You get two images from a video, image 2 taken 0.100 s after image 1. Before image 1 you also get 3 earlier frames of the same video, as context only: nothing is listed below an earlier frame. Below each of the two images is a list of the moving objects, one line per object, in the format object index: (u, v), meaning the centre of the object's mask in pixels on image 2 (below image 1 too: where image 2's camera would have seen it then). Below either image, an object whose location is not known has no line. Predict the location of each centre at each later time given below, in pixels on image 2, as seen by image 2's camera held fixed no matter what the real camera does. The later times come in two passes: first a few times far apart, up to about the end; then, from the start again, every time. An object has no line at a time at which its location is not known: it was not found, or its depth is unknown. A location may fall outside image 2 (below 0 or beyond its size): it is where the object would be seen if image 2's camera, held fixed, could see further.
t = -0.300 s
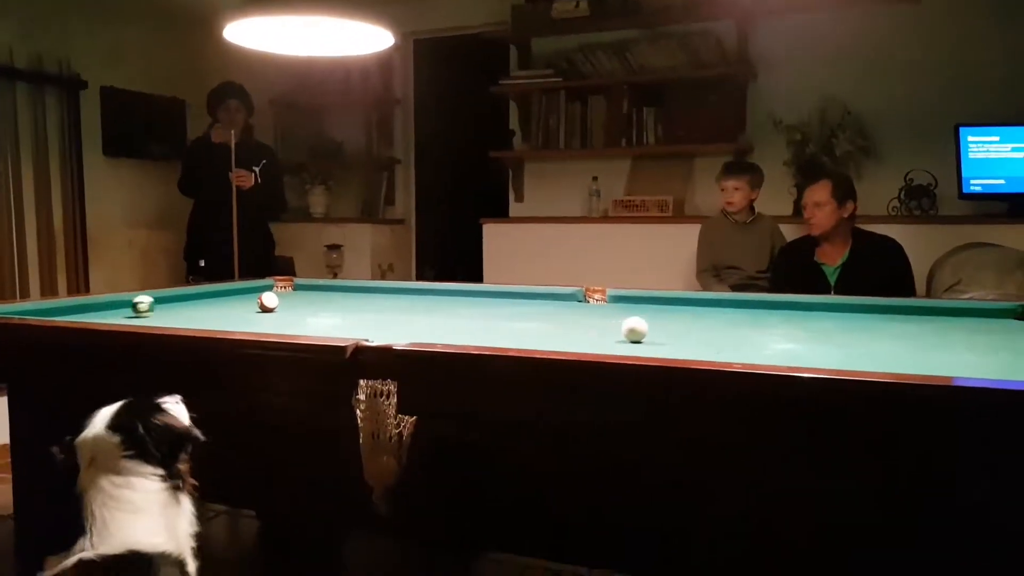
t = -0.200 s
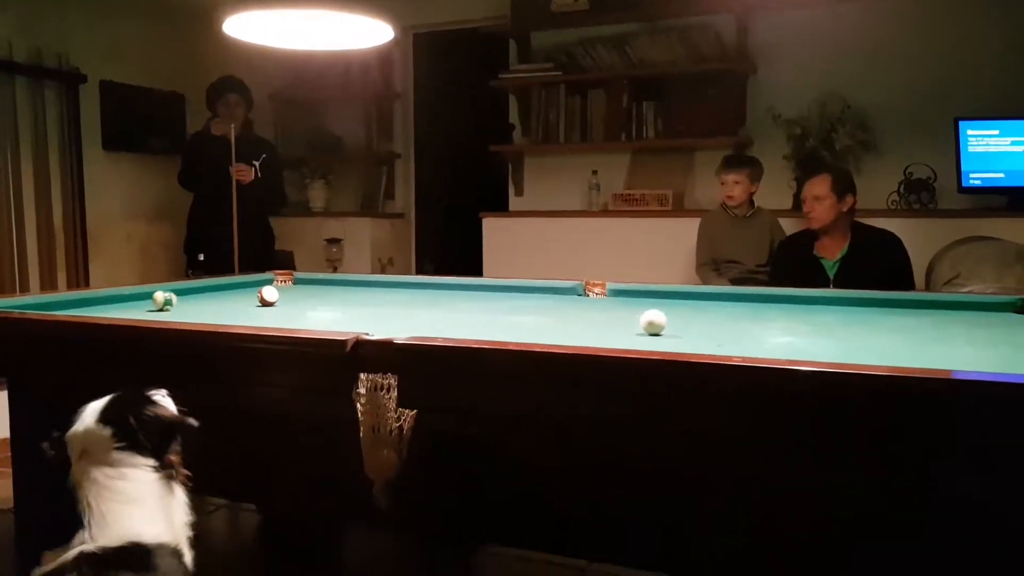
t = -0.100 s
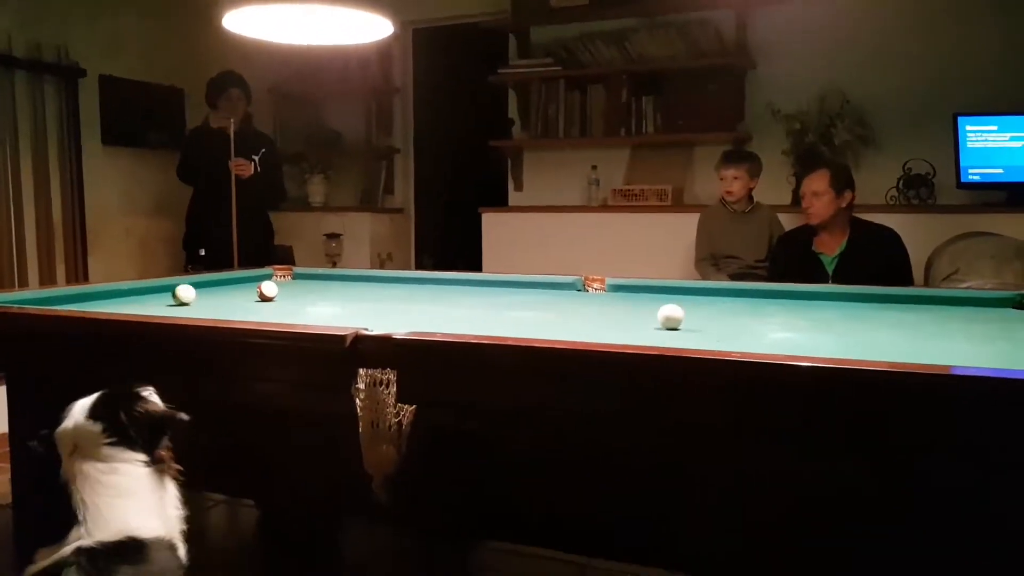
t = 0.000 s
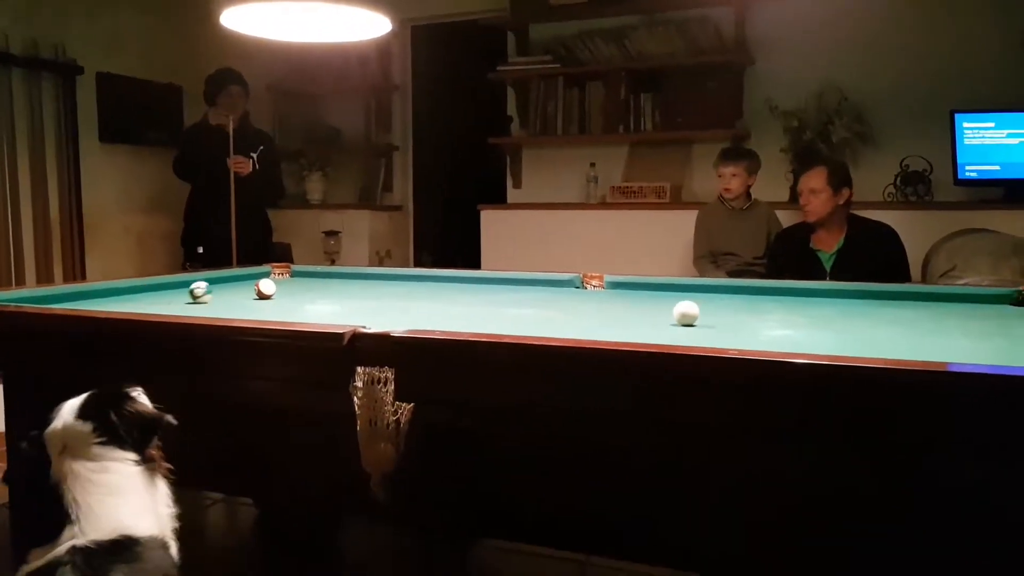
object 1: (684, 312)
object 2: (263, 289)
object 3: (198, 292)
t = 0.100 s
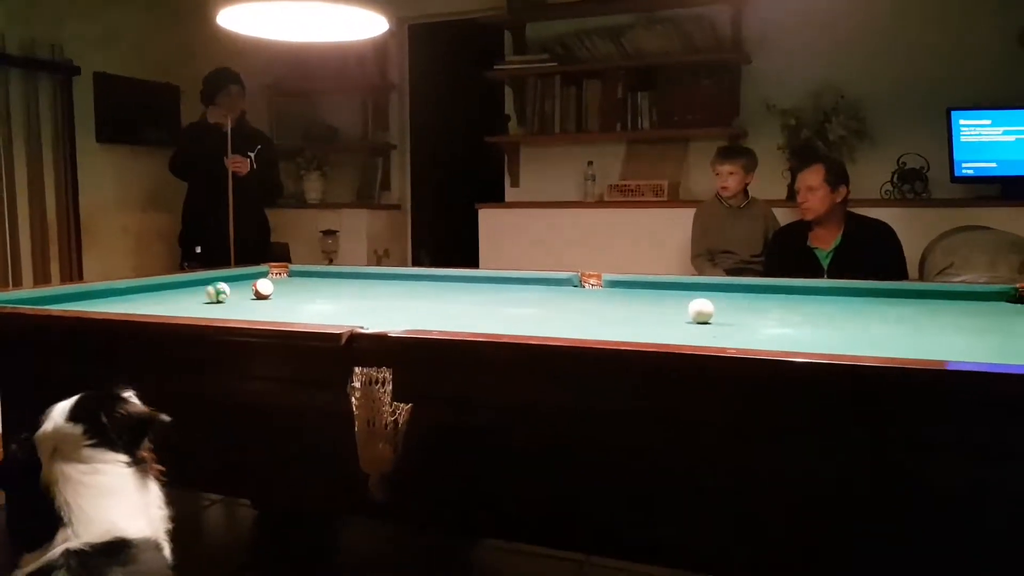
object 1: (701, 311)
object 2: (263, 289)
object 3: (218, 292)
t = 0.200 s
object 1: (718, 311)
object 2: (263, 289)
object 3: (236, 292)
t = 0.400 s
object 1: (750, 309)
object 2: (260, 287)
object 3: (275, 290)
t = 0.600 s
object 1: (777, 308)
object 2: (263, 288)
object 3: (309, 289)
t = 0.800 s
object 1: (806, 307)
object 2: (264, 289)
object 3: (342, 289)
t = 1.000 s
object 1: (831, 305)
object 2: (264, 289)
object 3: (374, 289)
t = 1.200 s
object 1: (855, 304)
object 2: (265, 289)
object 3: (403, 288)
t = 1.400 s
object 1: (876, 303)
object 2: (265, 289)
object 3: (431, 287)
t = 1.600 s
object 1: (897, 301)
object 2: (265, 288)
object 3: (458, 286)
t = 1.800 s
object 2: (265, 288)
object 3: (480, 286)
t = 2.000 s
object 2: (265, 288)
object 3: (506, 286)
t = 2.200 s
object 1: (947, 298)
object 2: (265, 289)
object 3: (531, 286)
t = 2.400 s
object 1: (960, 296)
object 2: (265, 289)
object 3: (556, 284)
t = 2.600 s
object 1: (973, 295)
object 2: (265, 289)
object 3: (577, 284)
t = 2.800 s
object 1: (992, 295)
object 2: (266, 288)
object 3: (595, 284)
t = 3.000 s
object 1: (992, 293)
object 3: (616, 282)
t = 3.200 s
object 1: (998, 292)
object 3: (636, 282)
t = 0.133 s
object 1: (707, 311)
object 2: (263, 289)
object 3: (223, 293)
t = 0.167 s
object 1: (712, 311)
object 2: (263, 289)
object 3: (230, 292)
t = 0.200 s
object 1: (718, 311)
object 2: (263, 289)
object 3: (236, 292)
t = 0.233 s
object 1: (723, 311)
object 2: (264, 289)
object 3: (243, 292)
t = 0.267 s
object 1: (729, 311)
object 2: (266, 288)
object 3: (249, 292)
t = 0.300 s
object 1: (734, 310)
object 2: (267, 286)
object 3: (256, 292)
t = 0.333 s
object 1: (739, 310)
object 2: (267, 282)
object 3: (263, 291)
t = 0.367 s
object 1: (745, 310)
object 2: (259, 286)
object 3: (267, 290)
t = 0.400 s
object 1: (750, 309)
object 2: (260, 287)
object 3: (275, 290)
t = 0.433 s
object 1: (754, 309)
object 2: (263, 288)
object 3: (282, 290)
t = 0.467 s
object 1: (759, 309)
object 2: (264, 288)
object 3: (285, 291)
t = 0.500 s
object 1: (764, 308)
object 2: (264, 288)
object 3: (291, 290)
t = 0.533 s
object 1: (768, 308)
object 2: (264, 288)
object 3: (297, 290)
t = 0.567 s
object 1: (773, 308)
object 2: (264, 288)
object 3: (303, 289)
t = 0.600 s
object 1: (777, 308)
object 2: (263, 288)
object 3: (309, 289)
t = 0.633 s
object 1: (782, 308)
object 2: (264, 288)
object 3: (315, 290)
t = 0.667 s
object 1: (787, 308)
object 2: (264, 288)
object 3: (320, 290)
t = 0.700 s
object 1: (792, 308)
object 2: (264, 288)
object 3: (325, 290)
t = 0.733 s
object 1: (797, 307)
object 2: (264, 288)
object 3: (331, 290)
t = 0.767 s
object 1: (801, 307)
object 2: (264, 289)
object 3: (336, 289)
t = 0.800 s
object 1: (806, 307)
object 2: (264, 289)
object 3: (342, 289)
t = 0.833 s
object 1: (810, 306)
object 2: (264, 289)
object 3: (347, 290)
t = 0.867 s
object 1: (814, 306)
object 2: (264, 289)
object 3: (352, 290)
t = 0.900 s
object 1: (819, 306)
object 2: (264, 289)
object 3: (357, 289)
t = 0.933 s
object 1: (822, 305)
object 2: (264, 289)
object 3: (363, 288)
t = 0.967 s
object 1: (826, 305)
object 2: (264, 289)
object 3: (369, 288)
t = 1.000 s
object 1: (831, 305)
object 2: (264, 289)
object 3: (374, 289)
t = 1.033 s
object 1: (835, 305)
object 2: (264, 289)
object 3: (380, 288)
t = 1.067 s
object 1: (839, 305)
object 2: (264, 289)
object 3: (384, 289)
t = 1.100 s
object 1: (844, 305)
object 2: (264, 289)
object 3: (389, 289)
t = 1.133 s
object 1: (848, 304)
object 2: (265, 289)
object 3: (394, 288)
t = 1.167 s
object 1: (851, 304)
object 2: (265, 289)
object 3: (398, 288)
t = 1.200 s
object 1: (855, 304)
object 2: (265, 289)
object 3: (403, 288)
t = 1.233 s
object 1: (859, 304)
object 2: (265, 289)
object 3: (408, 288)
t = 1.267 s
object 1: (863, 303)
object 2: (265, 289)
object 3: (412, 288)
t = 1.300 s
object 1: (866, 303)
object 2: (265, 289)
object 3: (416, 288)
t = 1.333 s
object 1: (869, 303)
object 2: (265, 289)
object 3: (421, 287)
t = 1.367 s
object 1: (873, 303)
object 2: (265, 289)
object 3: (426, 287)
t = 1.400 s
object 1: (876, 303)
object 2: (265, 289)
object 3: (431, 287)
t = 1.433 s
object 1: (880, 302)
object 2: (265, 289)
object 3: (436, 287)
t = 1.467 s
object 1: (884, 302)
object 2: (265, 288)
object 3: (441, 287)
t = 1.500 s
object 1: (887, 302)
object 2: (265, 288)
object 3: (445, 287)
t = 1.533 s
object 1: (891, 302)
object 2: (265, 288)
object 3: (449, 287)
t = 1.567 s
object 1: (894, 301)
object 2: (265, 288)
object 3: (453, 287)
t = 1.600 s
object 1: (897, 301)
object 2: (265, 288)
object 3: (458, 286)
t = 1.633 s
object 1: (901, 301)
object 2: (265, 288)
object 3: (462, 286)
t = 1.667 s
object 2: (265, 288)
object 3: (466, 286)
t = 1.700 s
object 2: (265, 288)
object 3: (469, 286)
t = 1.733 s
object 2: (265, 288)
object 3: (473, 286)
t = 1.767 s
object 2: (265, 288)
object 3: (476, 286)
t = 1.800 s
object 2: (265, 288)
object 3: (480, 286)
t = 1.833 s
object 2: (266, 288)
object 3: (486, 286)
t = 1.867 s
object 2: (266, 288)
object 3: (490, 285)
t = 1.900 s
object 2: (266, 288)
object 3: (495, 285)
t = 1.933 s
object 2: (266, 288)
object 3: (499, 285)
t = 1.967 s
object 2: (266, 288)
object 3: (502, 286)
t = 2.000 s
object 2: (265, 288)
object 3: (506, 286)
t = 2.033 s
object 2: (265, 288)
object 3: (509, 286)
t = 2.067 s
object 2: (265, 288)
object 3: (513, 286)
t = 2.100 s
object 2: (265, 288)
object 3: (517, 285)
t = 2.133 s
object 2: (265, 288)
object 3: (522, 285)
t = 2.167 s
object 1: (946, 298)
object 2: (265, 288)
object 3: (527, 285)
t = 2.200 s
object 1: (947, 298)
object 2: (265, 289)
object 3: (531, 286)
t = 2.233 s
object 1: (949, 297)
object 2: (266, 288)
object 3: (536, 286)
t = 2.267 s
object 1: (950, 297)
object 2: (265, 289)
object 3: (540, 286)
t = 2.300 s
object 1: (952, 296)
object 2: (266, 289)
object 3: (544, 285)
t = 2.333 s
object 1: (954, 296)
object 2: (266, 289)
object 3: (548, 284)
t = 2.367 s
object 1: (957, 296)
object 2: (265, 289)
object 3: (553, 284)
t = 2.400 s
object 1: (960, 296)
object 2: (265, 289)
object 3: (556, 284)
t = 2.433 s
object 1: (962, 296)
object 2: (265, 289)
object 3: (560, 284)
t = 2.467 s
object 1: (964, 296)
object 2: (265, 289)
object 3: (563, 284)
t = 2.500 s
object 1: (966, 296)
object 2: (265, 289)
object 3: (566, 284)
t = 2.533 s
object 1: (968, 296)
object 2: (265, 289)
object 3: (570, 284)
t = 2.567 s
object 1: (971, 295)
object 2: (265, 289)
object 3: (573, 284)
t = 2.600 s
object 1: (973, 295)
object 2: (265, 289)
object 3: (577, 284)
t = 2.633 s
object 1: (975, 295)
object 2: (265, 289)
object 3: (580, 284)
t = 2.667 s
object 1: (976, 295)
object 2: (265, 289)
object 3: (583, 283)
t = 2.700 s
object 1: (978, 295)
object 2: (264, 289)
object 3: (587, 283)
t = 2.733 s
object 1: (982, 294)
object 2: (264, 289)
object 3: (589, 283)
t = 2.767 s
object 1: (985, 294)
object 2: (264, 289)
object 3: (590, 283)
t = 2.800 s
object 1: (992, 295)
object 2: (266, 288)
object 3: (595, 284)
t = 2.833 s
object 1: (990, 295)
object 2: (265, 289)
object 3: (597, 284)
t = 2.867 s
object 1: (987, 295)
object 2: (264, 289)
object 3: (601, 283)
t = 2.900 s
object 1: (982, 293)
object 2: (263, 289)
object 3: (606, 282)
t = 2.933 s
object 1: (988, 293)
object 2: (263, 290)
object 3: (612, 282)
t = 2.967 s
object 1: (990, 293)
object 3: (614, 282)
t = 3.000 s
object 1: (992, 293)
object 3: (616, 282)
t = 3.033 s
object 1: (993, 292)
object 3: (620, 282)
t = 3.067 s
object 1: (993, 292)
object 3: (623, 283)
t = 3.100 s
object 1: (994, 291)
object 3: (626, 283)
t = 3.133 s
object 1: (995, 292)
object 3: (630, 283)
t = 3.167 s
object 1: (997, 292)
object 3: (633, 282)
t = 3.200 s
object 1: (998, 292)
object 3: (636, 282)
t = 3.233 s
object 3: (639, 282)
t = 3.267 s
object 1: (1000, 292)
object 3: (642, 282)
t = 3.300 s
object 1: (1003, 292)
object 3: (645, 282)
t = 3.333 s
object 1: (1006, 292)
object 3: (647, 282)
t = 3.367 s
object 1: (1001, 292)
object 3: (648, 282)
